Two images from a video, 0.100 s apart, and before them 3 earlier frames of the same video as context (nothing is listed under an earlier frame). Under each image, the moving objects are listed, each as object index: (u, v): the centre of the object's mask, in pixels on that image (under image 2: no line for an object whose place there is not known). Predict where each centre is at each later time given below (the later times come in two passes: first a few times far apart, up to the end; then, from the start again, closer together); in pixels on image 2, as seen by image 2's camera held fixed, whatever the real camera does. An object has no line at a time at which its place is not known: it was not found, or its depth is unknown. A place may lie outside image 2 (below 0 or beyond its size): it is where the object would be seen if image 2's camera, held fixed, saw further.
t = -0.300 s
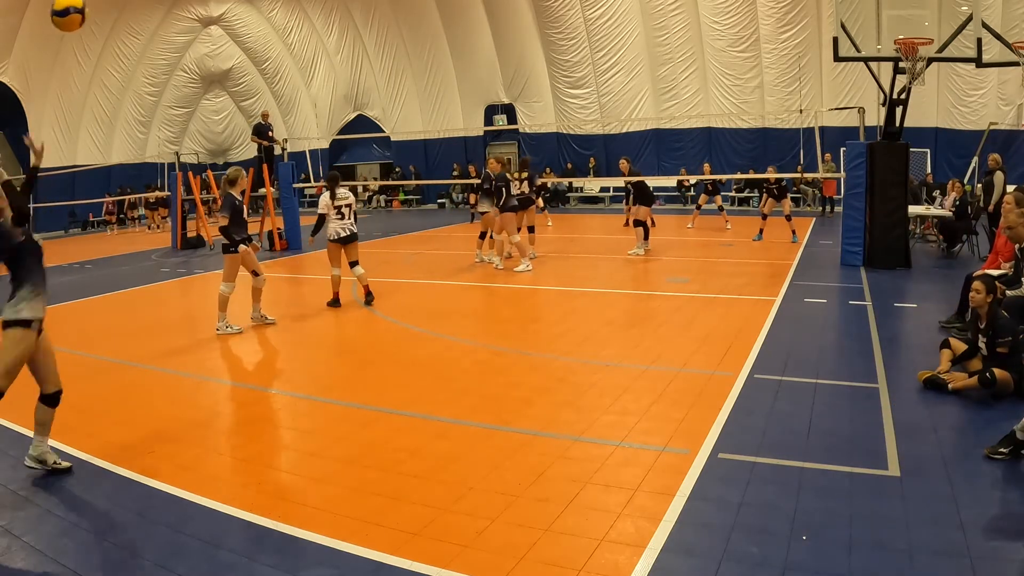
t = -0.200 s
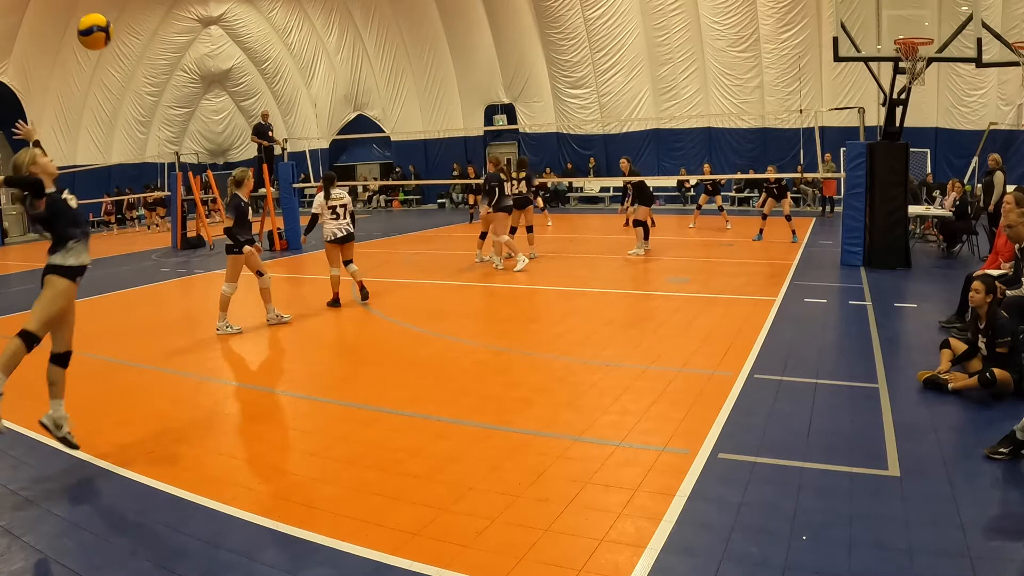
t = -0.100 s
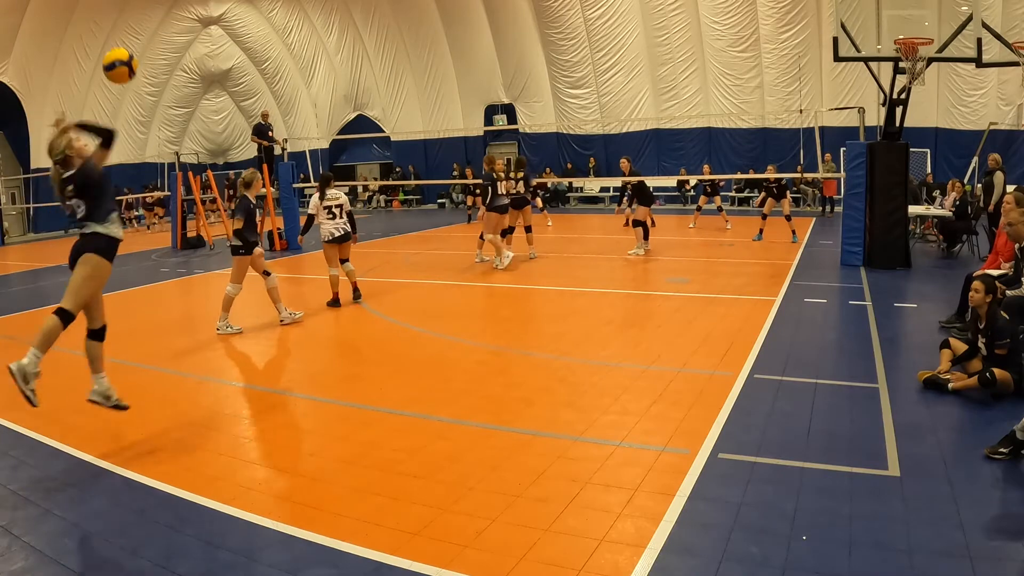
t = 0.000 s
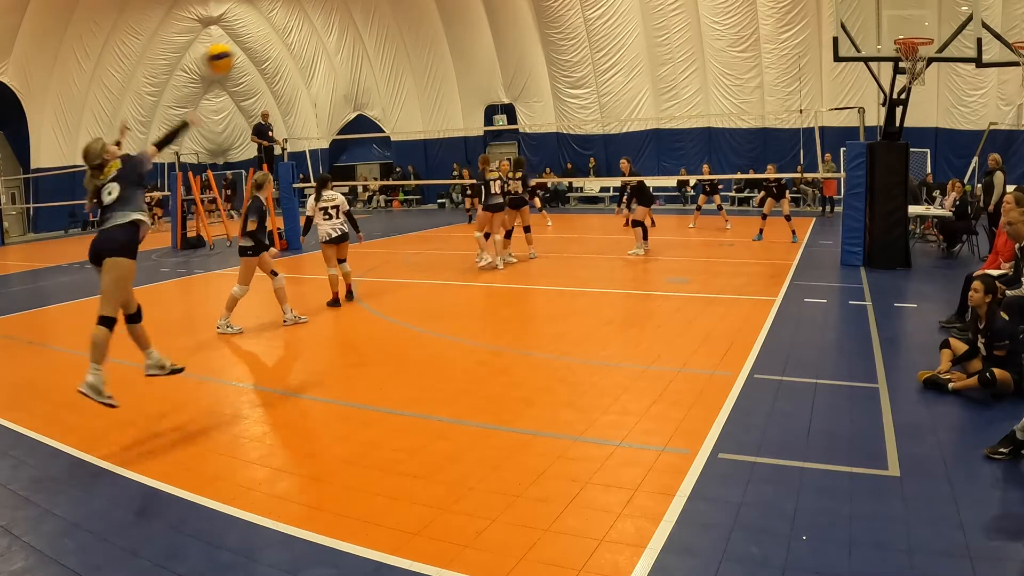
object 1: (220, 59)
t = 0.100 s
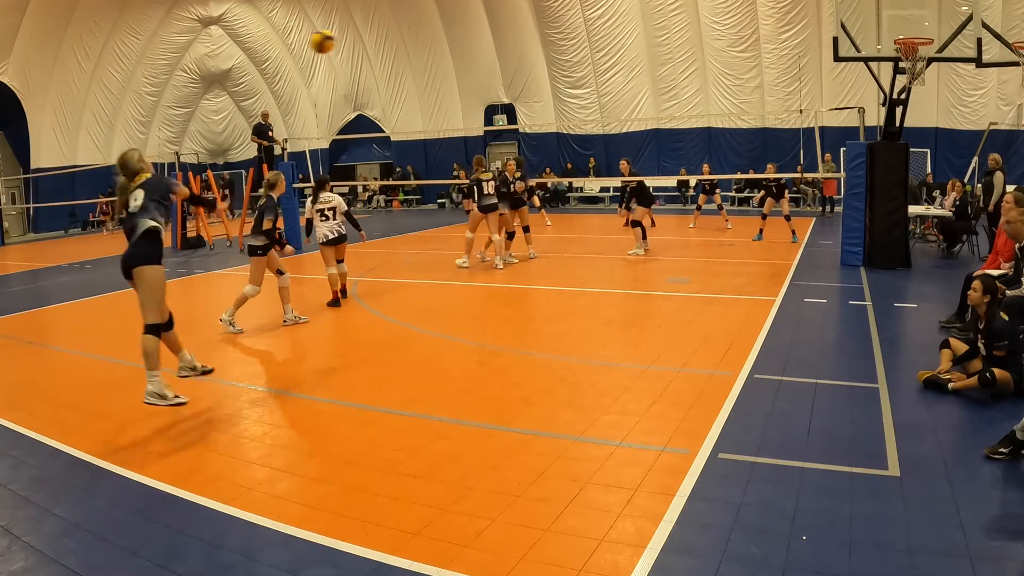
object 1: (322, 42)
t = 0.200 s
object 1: (392, 43)
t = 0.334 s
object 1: (455, 57)
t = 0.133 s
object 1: (348, 41)
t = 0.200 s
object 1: (392, 43)
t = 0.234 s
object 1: (410, 46)
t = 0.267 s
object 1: (427, 49)
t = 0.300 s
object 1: (441, 52)
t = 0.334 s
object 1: (455, 57)
